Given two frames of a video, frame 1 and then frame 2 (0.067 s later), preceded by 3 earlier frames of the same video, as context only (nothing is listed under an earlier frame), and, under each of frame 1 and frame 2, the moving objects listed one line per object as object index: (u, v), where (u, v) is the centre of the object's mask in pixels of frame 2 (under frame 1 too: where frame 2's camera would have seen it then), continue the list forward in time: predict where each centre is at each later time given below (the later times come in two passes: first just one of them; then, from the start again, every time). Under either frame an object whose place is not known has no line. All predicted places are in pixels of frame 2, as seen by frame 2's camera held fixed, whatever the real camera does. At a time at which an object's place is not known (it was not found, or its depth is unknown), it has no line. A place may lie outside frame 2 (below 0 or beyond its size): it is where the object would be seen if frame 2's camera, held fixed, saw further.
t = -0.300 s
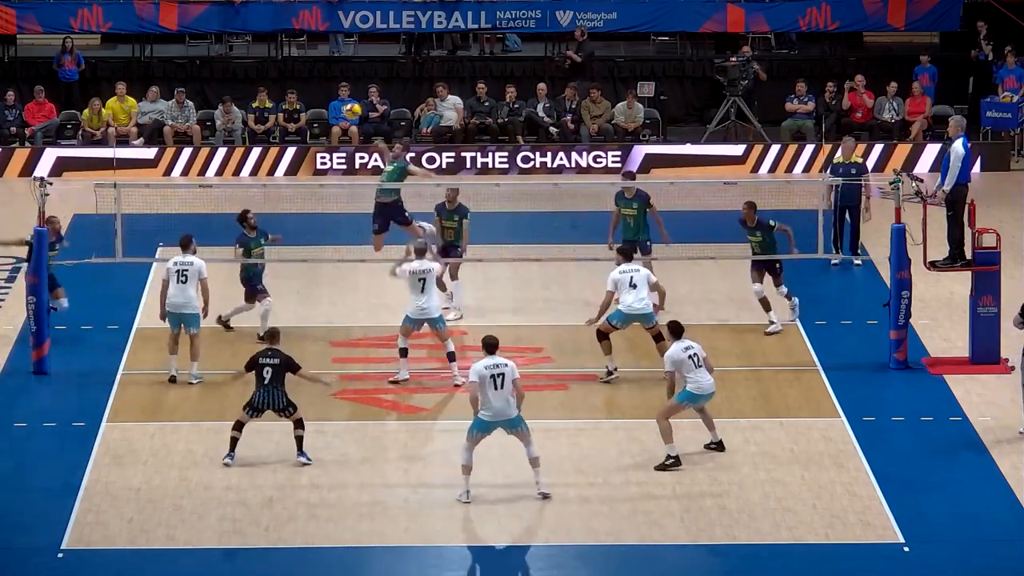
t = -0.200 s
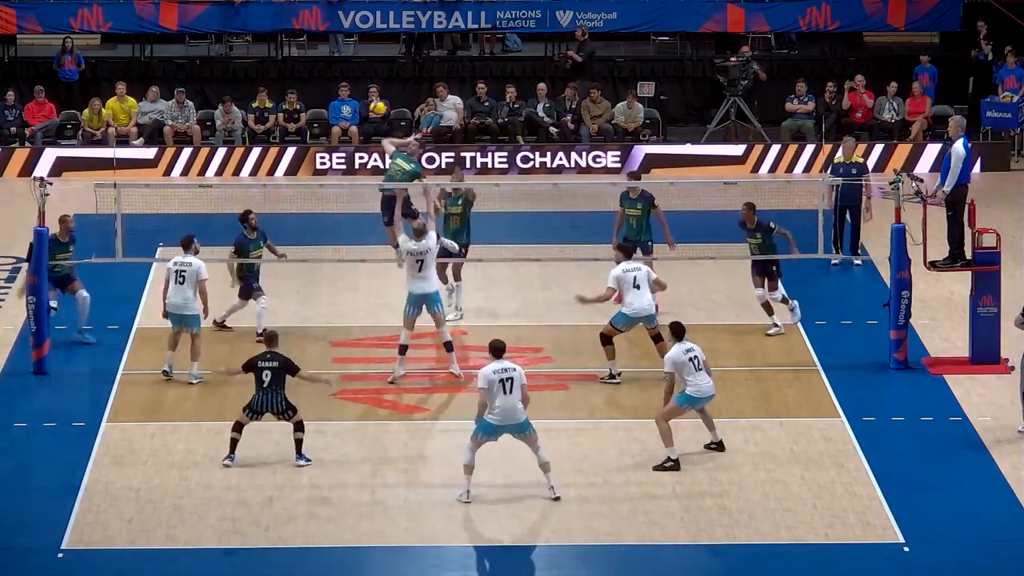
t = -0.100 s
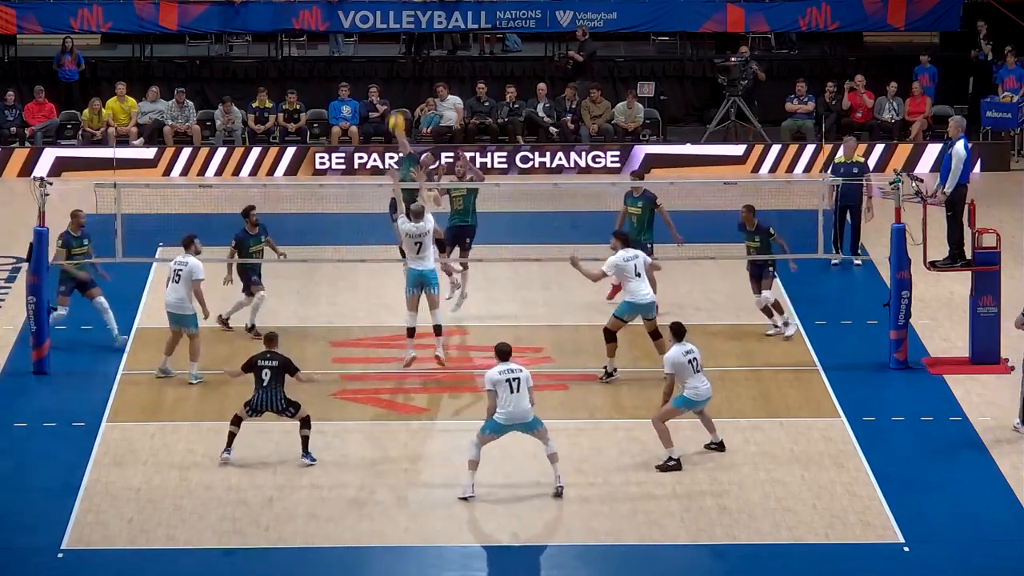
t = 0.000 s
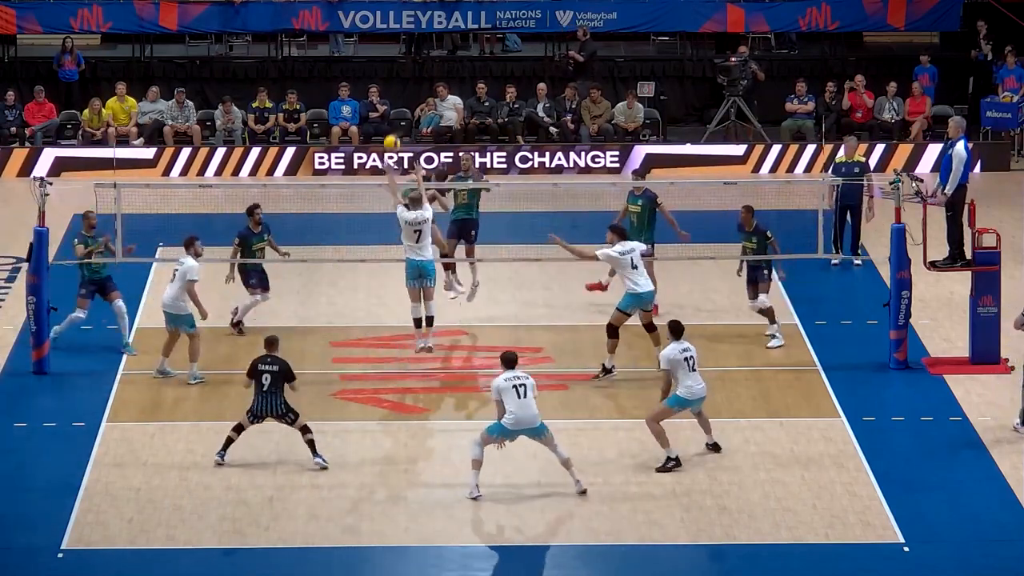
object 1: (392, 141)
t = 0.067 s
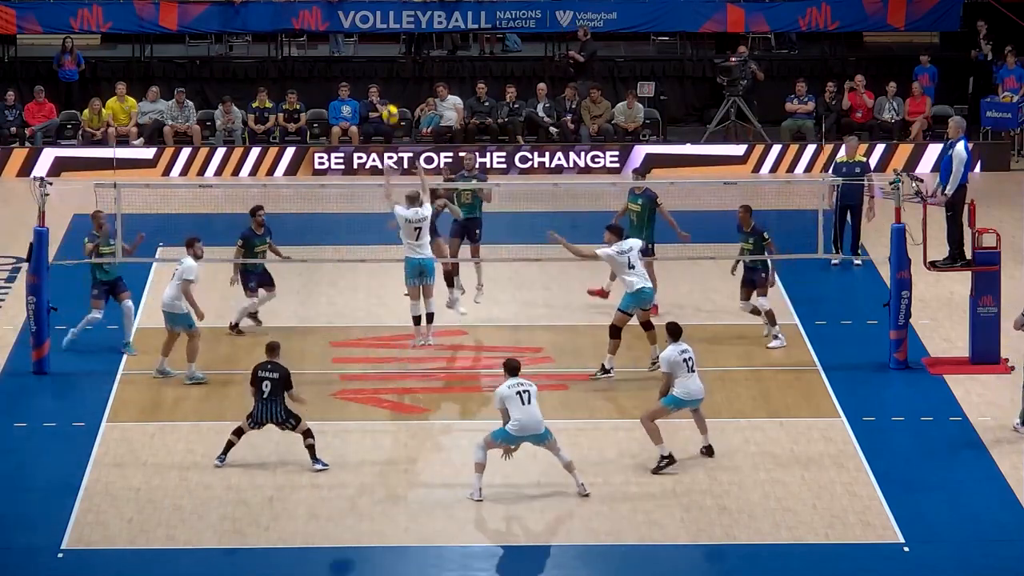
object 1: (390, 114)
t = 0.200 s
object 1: (387, 67)
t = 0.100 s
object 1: (390, 101)
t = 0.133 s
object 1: (389, 89)
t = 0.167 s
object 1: (388, 77)
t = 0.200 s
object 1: (387, 67)
